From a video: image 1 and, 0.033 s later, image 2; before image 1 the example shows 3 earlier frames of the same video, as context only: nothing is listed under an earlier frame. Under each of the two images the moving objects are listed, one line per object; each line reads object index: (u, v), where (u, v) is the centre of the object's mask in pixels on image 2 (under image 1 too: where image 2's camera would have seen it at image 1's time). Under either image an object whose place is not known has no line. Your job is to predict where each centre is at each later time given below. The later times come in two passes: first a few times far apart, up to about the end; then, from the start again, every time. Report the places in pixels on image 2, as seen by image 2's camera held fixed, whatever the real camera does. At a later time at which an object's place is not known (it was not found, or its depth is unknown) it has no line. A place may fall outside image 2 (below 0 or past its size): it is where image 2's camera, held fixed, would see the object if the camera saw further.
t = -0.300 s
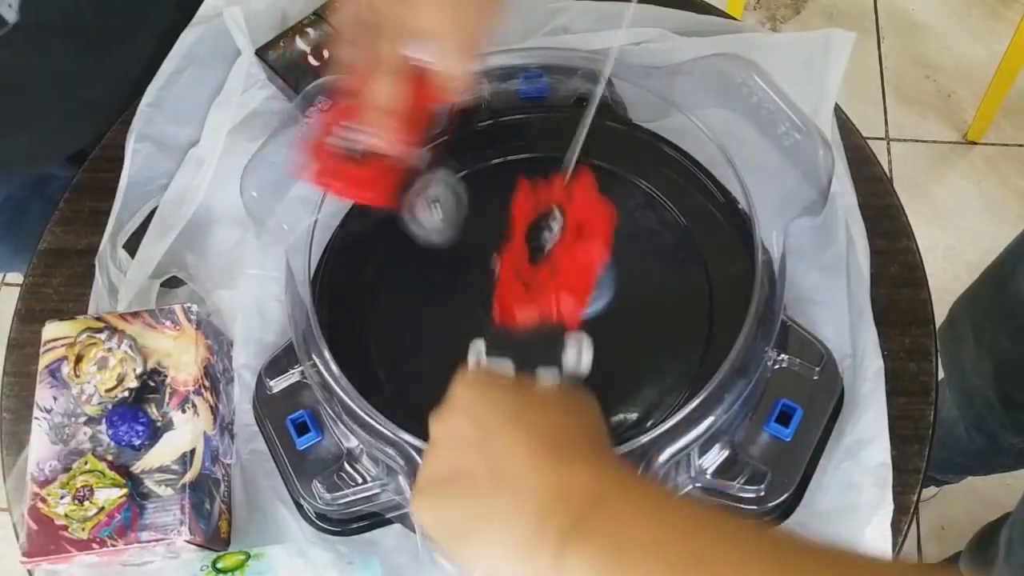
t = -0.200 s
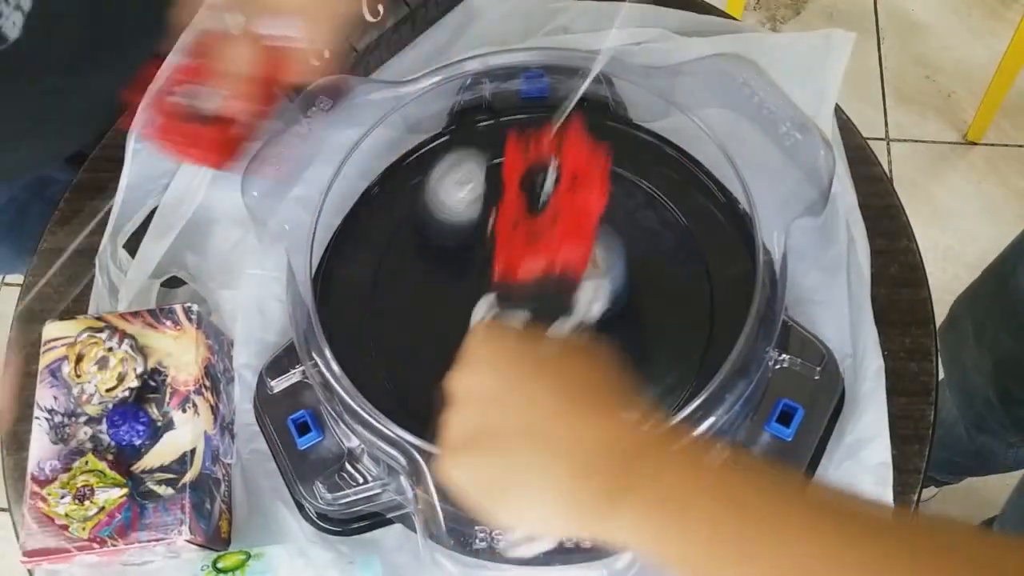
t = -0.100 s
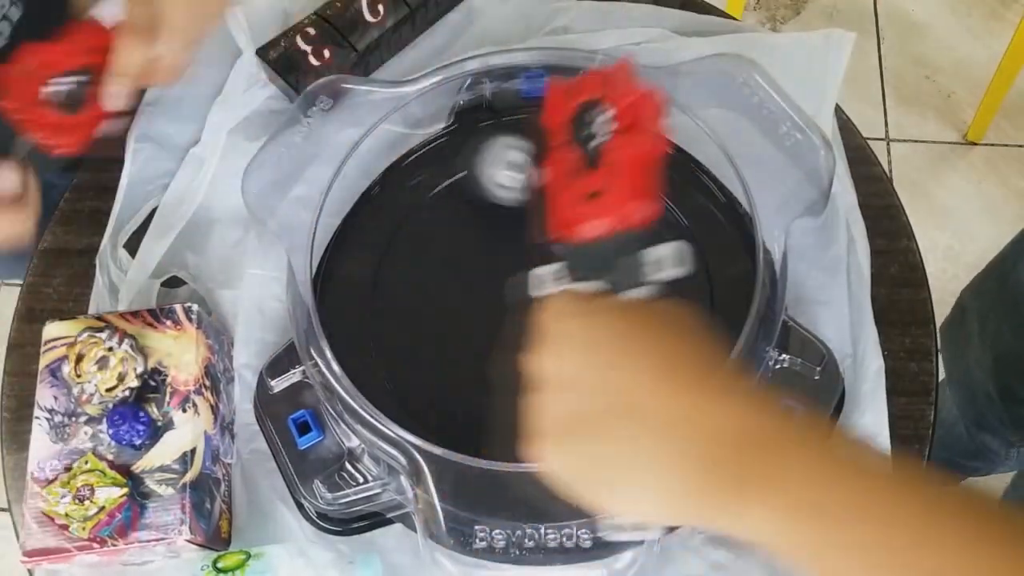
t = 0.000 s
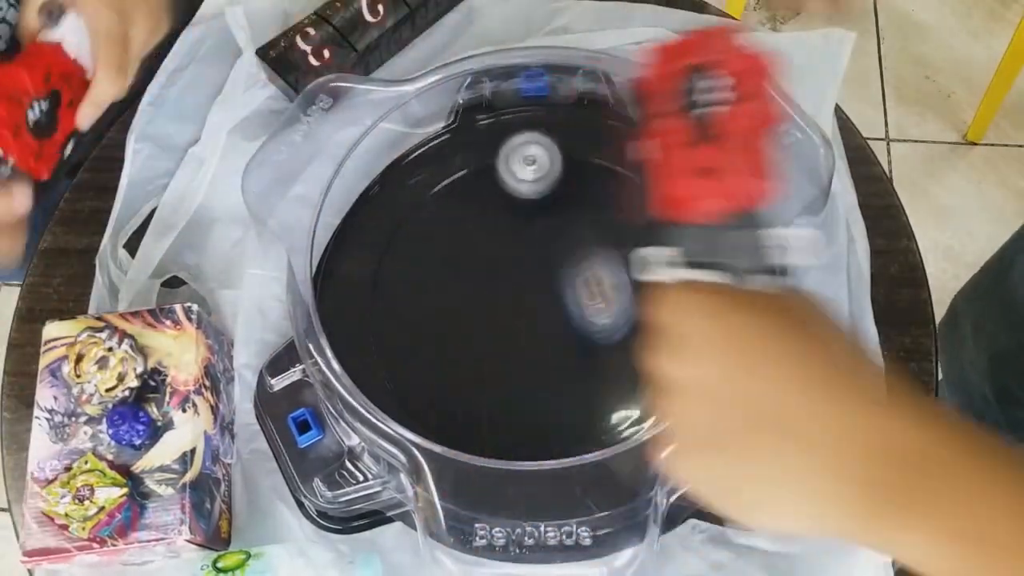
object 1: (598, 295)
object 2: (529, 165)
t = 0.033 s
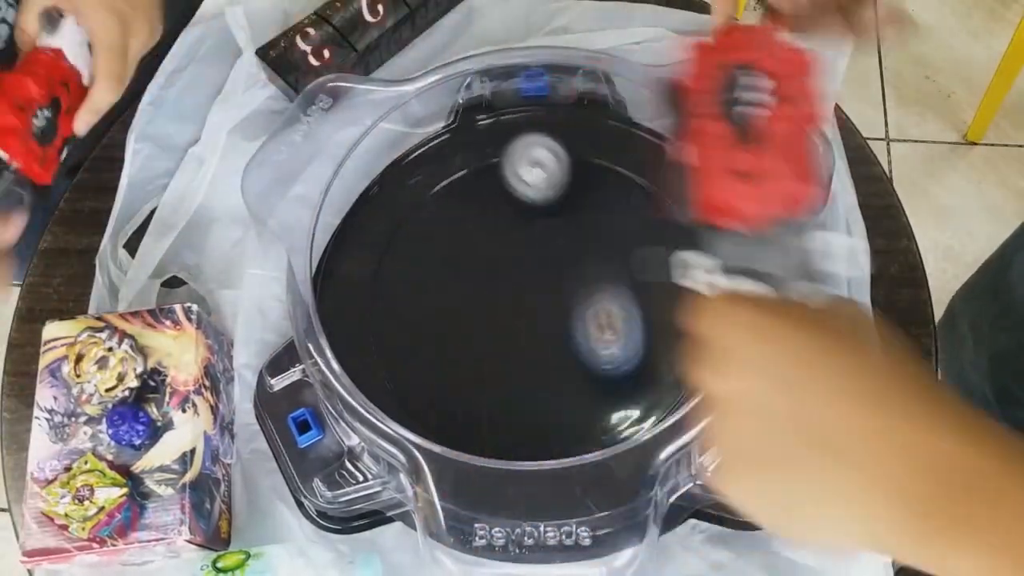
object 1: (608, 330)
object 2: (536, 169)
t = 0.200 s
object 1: (612, 419)
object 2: (557, 302)
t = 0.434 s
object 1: (523, 349)
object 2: (380, 307)
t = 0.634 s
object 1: (469, 274)
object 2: (477, 200)
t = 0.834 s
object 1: (503, 331)
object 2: (612, 255)
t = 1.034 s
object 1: (467, 338)
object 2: (556, 436)
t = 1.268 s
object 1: (399, 287)
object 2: (420, 359)
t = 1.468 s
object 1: (423, 221)
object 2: (548, 314)
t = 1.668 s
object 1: (516, 225)
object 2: (618, 406)
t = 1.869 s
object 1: (594, 261)
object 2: (511, 398)
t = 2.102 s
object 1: (728, 262)
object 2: (428, 250)
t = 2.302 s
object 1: (492, 216)
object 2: (511, 145)
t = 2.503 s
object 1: (417, 353)
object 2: (621, 171)
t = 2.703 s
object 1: (661, 412)
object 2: (585, 330)
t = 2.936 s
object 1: (690, 285)
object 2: (408, 355)
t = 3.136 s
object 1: (580, 236)
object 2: (403, 251)
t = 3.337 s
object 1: (633, 225)
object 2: (424, 235)
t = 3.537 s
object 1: (710, 259)
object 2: (434, 256)
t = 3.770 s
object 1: (660, 301)
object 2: (453, 360)
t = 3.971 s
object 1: (523, 343)
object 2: (439, 390)
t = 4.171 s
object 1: (552, 267)
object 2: (432, 385)
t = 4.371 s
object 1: (589, 231)
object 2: (511, 369)
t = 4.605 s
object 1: (576, 260)
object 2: (621, 374)
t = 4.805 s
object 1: (561, 302)
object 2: (639, 376)
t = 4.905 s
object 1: (563, 302)
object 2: (626, 350)
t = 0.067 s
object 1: (614, 359)
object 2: (549, 183)
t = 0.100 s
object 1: (618, 385)
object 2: (563, 206)
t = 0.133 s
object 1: (619, 402)
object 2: (571, 238)
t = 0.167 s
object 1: (621, 416)
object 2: (569, 271)
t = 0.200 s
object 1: (612, 419)
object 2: (557, 302)
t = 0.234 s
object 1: (599, 415)
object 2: (534, 329)
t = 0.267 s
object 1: (588, 410)
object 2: (505, 351)
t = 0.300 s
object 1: (575, 401)
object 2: (471, 363)
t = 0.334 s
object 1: (562, 390)
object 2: (436, 364)
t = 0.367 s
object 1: (548, 377)
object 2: (402, 355)
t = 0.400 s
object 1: (535, 363)
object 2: (379, 335)
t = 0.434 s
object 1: (523, 349)
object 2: (380, 307)
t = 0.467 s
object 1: (511, 334)
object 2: (385, 284)
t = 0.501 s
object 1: (500, 319)
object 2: (388, 256)
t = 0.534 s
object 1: (490, 305)
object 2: (396, 232)
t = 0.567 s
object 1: (481, 291)
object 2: (419, 215)
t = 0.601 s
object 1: (473, 279)
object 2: (448, 205)
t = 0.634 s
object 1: (469, 274)
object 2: (477, 200)
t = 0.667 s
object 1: (473, 282)
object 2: (500, 189)
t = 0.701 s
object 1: (479, 294)
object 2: (523, 184)
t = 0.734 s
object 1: (485, 304)
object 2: (548, 191)
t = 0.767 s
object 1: (491, 314)
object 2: (573, 205)
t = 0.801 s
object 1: (497, 323)
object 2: (596, 227)
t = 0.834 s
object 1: (503, 331)
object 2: (612, 255)
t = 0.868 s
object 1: (507, 338)
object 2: (620, 290)
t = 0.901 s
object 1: (511, 344)
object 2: (617, 325)
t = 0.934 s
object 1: (513, 349)
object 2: (603, 358)
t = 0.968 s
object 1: (509, 350)
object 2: (588, 388)
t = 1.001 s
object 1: (487, 344)
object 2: (577, 414)
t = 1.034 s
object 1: (467, 338)
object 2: (556, 436)
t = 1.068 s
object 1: (450, 331)
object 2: (526, 445)
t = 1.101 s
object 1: (436, 324)
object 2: (496, 431)
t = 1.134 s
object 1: (425, 319)
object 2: (469, 423)
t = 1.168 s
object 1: (415, 313)
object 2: (443, 413)
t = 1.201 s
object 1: (409, 308)
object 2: (424, 396)
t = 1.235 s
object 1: (404, 302)
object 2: (416, 373)
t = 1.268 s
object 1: (399, 287)
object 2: (420, 359)
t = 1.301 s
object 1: (396, 271)
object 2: (431, 341)
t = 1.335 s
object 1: (396, 256)
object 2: (450, 326)
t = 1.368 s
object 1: (398, 245)
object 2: (473, 316)
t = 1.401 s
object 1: (404, 234)
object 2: (497, 310)
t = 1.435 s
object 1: (413, 227)
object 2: (523, 310)
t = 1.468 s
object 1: (423, 221)
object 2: (548, 314)
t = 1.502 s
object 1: (434, 216)
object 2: (572, 321)
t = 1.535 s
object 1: (448, 214)
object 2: (594, 333)
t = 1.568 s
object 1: (463, 215)
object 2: (611, 349)
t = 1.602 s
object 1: (480, 217)
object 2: (621, 367)
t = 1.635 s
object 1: (498, 220)
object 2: (625, 388)
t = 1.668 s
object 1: (516, 225)
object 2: (618, 406)
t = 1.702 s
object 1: (533, 230)
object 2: (603, 420)
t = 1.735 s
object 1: (549, 235)
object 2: (583, 436)
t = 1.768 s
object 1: (564, 241)
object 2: (561, 433)
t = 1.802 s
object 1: (576, 247)
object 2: (542, 429)
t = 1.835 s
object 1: (586, 254)
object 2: (523, 418)
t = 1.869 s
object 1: (594, 261)
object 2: (511, 398)
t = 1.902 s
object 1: (598, 270)
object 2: (504, 375)
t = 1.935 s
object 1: (598, 278)
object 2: (504, 351)
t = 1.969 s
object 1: (595, 286)
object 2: (511, 326)
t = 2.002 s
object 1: (604, 293)
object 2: (508, 305)
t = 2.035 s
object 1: (657, 286)
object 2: (472, 289)
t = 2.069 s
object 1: (709, 274)
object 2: (444, 272)
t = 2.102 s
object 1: (728, 262)
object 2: (428, 250)
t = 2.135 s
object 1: (707, 252)
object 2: (425, 229)
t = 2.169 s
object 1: (668, 242)
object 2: (430, 204)
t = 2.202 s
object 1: (630, 232)
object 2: (441, 181)
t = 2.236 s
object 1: (587, 223)
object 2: (464, 170)
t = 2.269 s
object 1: (542, 217)
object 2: (488, 160)
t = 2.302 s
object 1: (492, 216)
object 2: (511, 145)
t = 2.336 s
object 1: (447, 233)
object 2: (537, 132)
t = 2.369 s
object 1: (405, 248)
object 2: (559, 121)
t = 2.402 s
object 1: (365, 265)
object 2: (577, 123)
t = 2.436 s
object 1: (349, 293)
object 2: (595, 135)
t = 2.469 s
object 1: (377, 324)
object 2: (607, 151)
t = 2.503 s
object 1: (417, 353)
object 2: (621, 171)
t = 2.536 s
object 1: (463, 379)
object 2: (629, 196)
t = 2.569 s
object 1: (506, 399)
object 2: (633, 225)
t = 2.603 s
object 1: (554, 414)
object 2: (629, 254)
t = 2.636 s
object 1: (597, 418)
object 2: (620, 284)
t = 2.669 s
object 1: (632, 418)
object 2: (605, 308)
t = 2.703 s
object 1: (661, 412)
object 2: (585, 330)
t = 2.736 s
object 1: (692, 397)
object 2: (561, 348)
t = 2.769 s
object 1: (712, 380)
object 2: (534, 361)
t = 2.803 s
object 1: (719, 358)
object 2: (507, 370)
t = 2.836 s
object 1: (716, 338)
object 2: (479, 373)
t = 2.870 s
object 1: (710, 316)
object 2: (454, 372)
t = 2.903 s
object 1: (704, 300)
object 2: (429, 365)
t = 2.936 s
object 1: (690, 285)
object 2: (408, 355)
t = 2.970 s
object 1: (674, 273)
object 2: (390, 340)
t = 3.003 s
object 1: (657, 262)
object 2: (378, 324)
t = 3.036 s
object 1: (637, 253)
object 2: (381, 304)
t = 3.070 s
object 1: (618, 246)
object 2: (384, 284)
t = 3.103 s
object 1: (600, 241)
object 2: (391, 266)
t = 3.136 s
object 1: (580, 236)
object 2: (403, 251)
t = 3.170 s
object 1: (562, 233)
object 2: (420, 240)
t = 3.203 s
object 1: (546, 231)
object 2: (442, 232)
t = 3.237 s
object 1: (542, 232)
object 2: (456, 231)
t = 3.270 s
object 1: (570, 228)
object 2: (440, 233)
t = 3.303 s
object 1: (605, 228)
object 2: (430, 235)
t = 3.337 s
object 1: (633, 225)
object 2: (424, 235)
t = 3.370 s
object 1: (659, 228)
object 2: (420, 235)
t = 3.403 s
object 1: (681, 230)
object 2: (419, 236)
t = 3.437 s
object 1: (697, 235)
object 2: (420, 238)
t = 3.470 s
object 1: (705, 244)
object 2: (423, 242)
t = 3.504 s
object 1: (709, 252)
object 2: (428, 247)
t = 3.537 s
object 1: (710, 259)
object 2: (434, 256)
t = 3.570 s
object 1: (708, 265)
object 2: (441, 268)
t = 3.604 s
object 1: (705, 270)
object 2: (447, 283)
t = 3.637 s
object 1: (701, 275)
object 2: (452, 298)
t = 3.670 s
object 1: (695, 280)
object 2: (455, 315)
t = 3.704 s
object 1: (687, 288)
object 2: (455, 331)
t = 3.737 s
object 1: (675, 294)
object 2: (455, 346)
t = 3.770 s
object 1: (660, 301)
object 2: (453, 360)
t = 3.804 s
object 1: (642, 308)
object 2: (449, 373)
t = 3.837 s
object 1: (620, 315)
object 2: (444, 383)
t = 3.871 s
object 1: (597, 322)
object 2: (440, 389)
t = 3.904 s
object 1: (572, 329)
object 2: (438, 392)
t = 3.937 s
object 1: (548, 336)
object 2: (437, 391)
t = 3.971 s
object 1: (523, 343)
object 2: (439, 390)
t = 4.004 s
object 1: (505, 347)
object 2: (443, 388)
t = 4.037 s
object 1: (505, 339)
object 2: (432, 394)
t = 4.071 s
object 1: (518, 317)
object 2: (422, 400)
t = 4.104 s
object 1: (528, 298)
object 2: (425, 395)
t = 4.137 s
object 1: (542, 283)
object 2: (428, 388)
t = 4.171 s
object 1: (552, 267)
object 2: (432, 385)
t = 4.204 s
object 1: (563, 253)
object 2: (439, 381)
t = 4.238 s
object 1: (574, 240)
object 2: (451, 377)
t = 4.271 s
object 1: (583, 234)
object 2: (464, 374)
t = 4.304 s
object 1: (588, 230)
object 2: (479, 372)
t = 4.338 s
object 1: (589, 229)
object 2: (495, 370)
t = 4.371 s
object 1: (589, 231)
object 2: (511, 369)
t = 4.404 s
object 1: (586, 234)
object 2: (528, 370)
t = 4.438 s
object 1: (583, 237)
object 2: (544, 369)
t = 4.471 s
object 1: (580, 239)
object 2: (560, 370)
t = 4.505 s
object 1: (578, 243)
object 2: (577, 370)
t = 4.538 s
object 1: (578, 247)
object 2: (592, 371)
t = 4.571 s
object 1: (578, 253)
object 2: (607, 372)
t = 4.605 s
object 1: (576, 260)
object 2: (621, 374)
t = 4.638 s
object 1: (572, 267)
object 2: (633, 375)
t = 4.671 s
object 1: (568, 274)
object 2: (641, 378)
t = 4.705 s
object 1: (563, 282)
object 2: (645, 381)
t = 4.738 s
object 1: (560, 290)
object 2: (646, 381)
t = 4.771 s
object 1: (559, 297)
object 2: (643, 379)
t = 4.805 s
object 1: (561, 302)
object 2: (639, 376)
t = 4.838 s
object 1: (564, 306)
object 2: (633, 370)
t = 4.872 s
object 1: (568, 308)
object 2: (628, 358)
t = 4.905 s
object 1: (563, 302)
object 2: (626, 350)
